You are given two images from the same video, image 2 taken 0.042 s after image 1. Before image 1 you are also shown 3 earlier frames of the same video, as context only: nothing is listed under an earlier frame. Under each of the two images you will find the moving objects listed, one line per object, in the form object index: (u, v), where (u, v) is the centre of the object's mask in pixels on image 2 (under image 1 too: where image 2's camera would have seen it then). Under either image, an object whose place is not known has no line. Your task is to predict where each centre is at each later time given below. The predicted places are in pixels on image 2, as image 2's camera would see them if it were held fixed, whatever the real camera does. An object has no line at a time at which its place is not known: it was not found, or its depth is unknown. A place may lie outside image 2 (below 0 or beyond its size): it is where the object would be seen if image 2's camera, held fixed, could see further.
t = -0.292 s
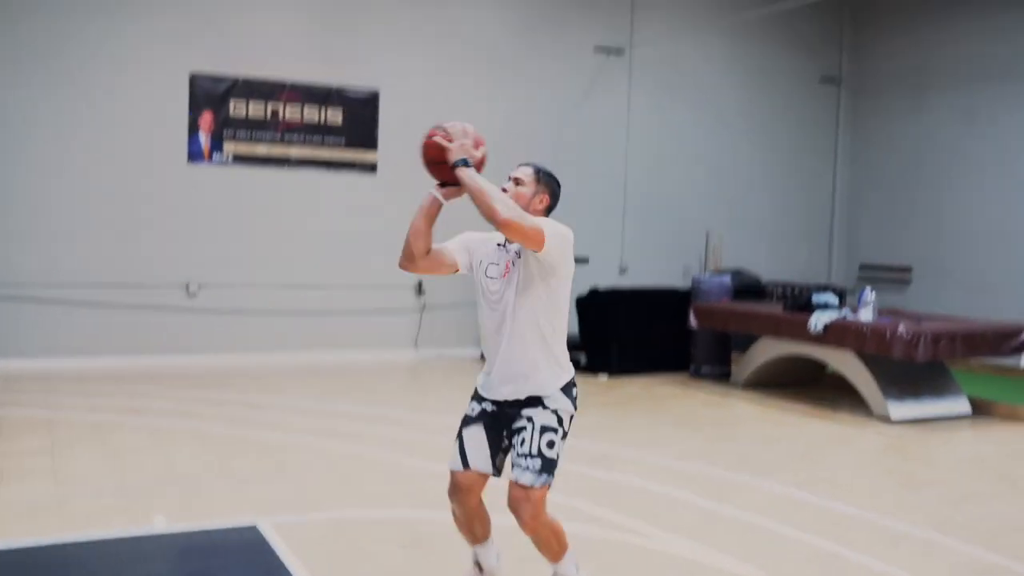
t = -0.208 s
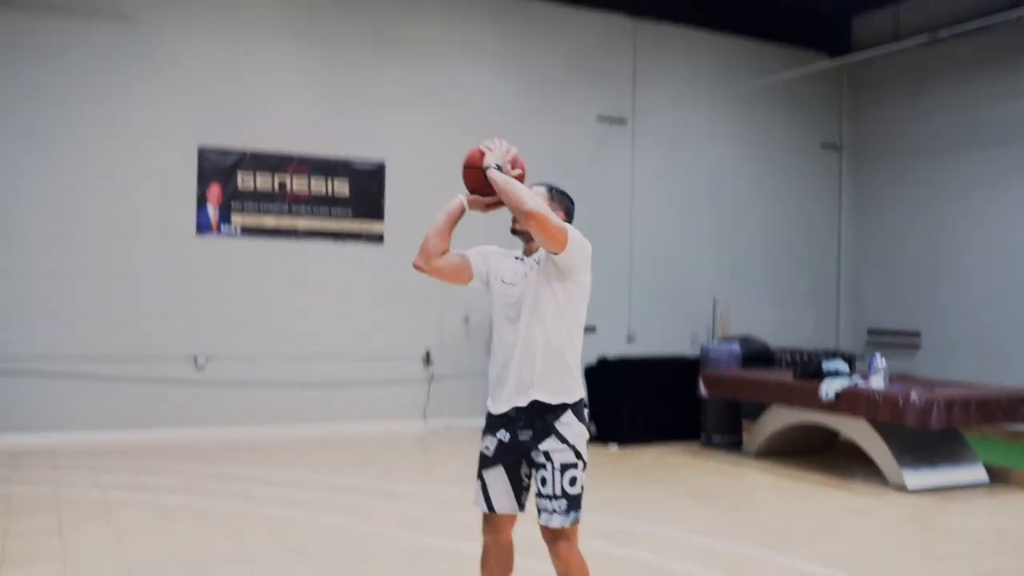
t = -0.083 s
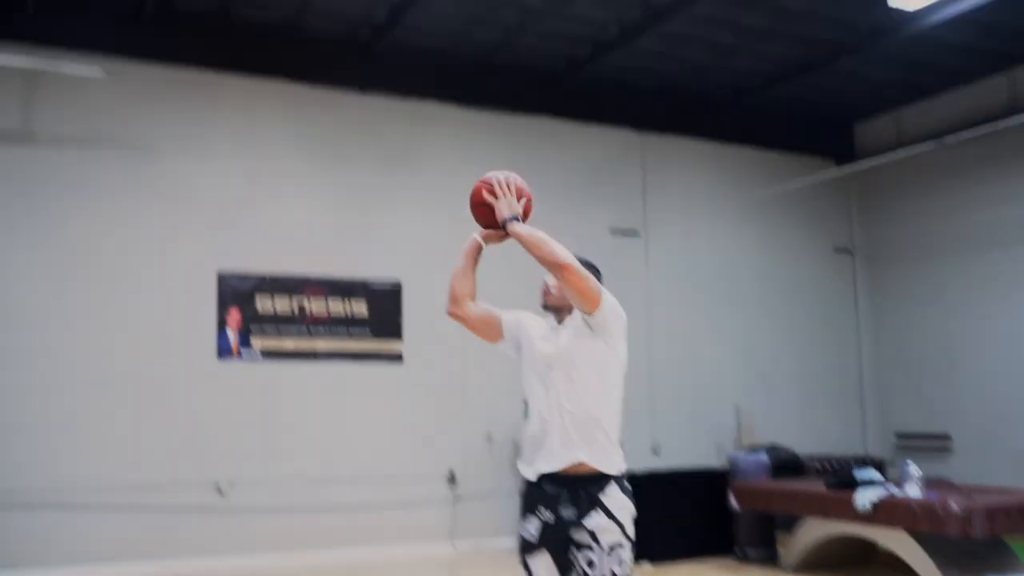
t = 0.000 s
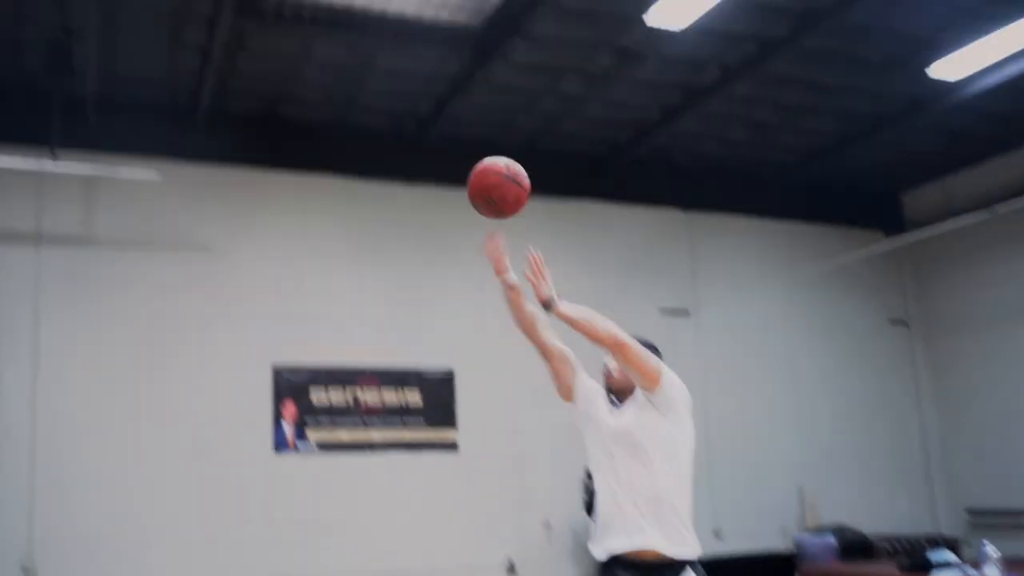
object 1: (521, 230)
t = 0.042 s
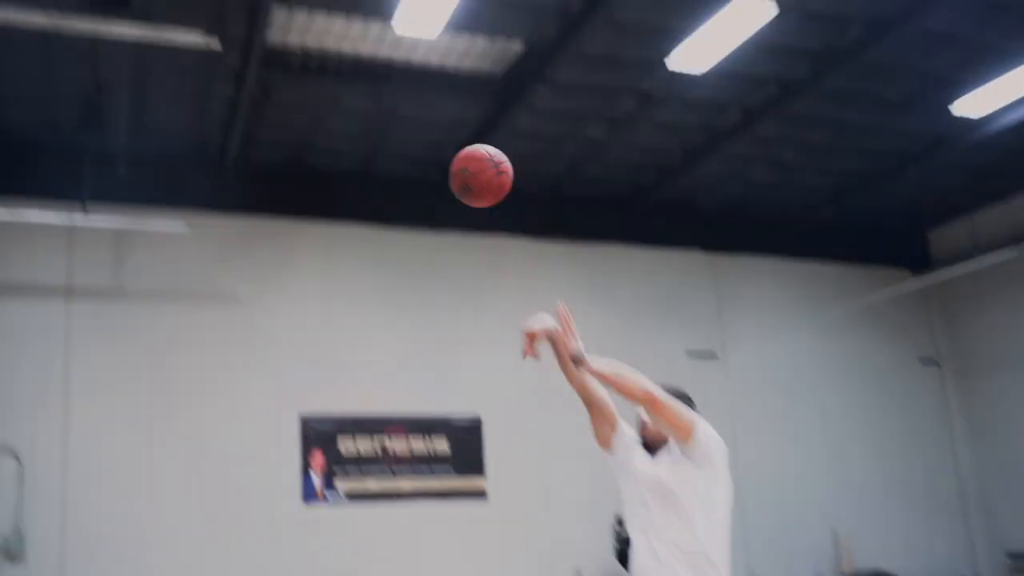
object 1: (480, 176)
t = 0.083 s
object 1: (439, 121)
